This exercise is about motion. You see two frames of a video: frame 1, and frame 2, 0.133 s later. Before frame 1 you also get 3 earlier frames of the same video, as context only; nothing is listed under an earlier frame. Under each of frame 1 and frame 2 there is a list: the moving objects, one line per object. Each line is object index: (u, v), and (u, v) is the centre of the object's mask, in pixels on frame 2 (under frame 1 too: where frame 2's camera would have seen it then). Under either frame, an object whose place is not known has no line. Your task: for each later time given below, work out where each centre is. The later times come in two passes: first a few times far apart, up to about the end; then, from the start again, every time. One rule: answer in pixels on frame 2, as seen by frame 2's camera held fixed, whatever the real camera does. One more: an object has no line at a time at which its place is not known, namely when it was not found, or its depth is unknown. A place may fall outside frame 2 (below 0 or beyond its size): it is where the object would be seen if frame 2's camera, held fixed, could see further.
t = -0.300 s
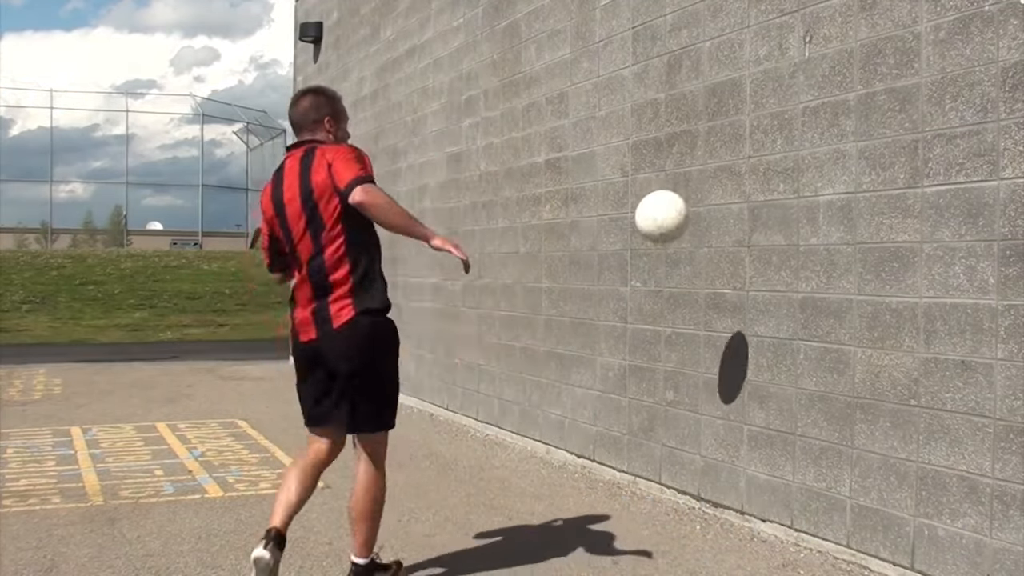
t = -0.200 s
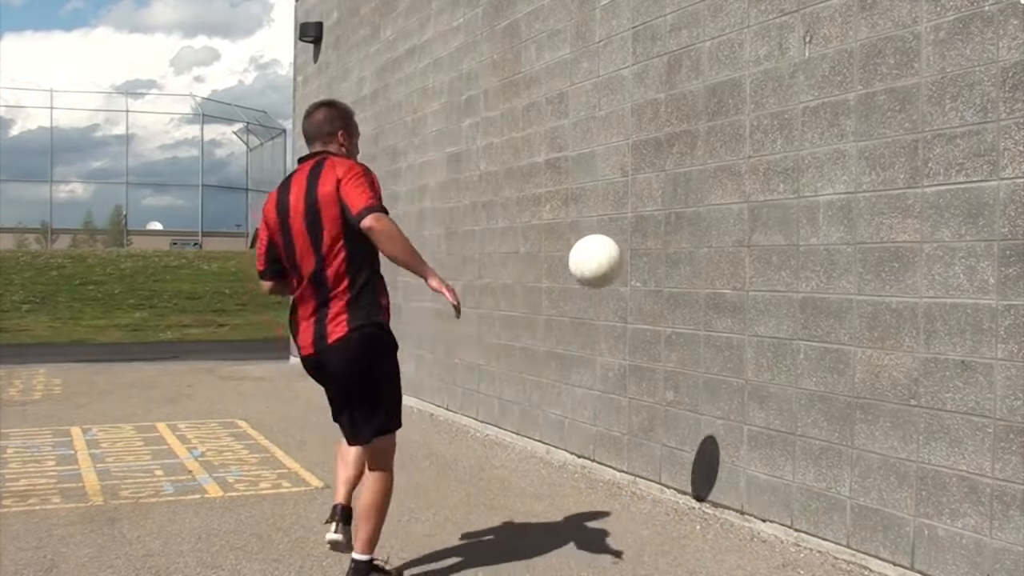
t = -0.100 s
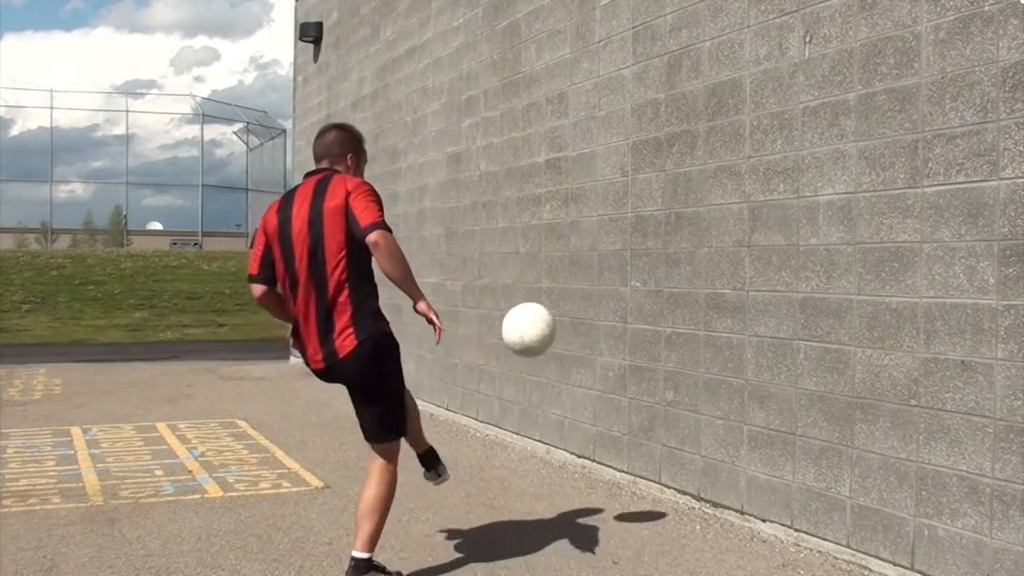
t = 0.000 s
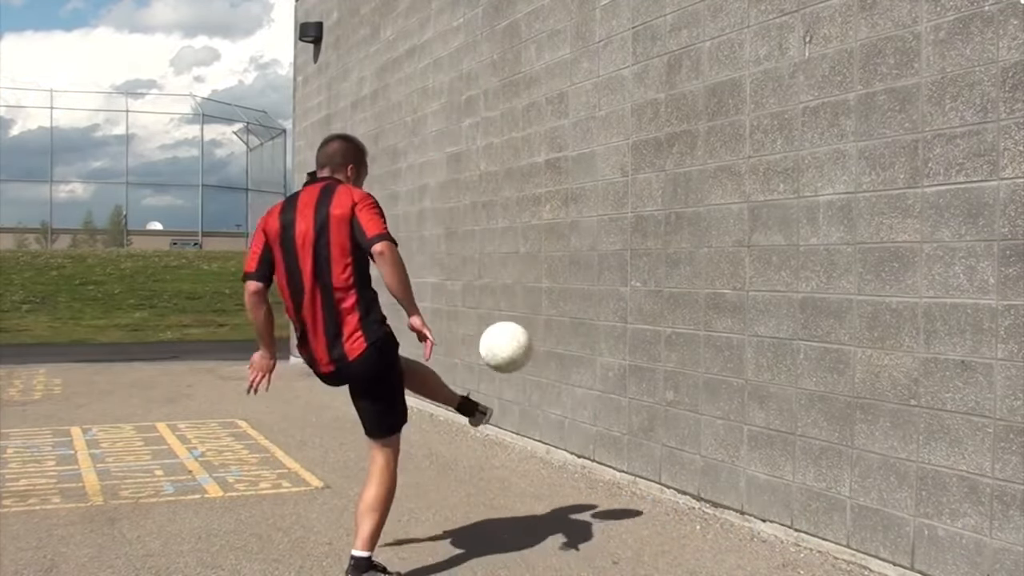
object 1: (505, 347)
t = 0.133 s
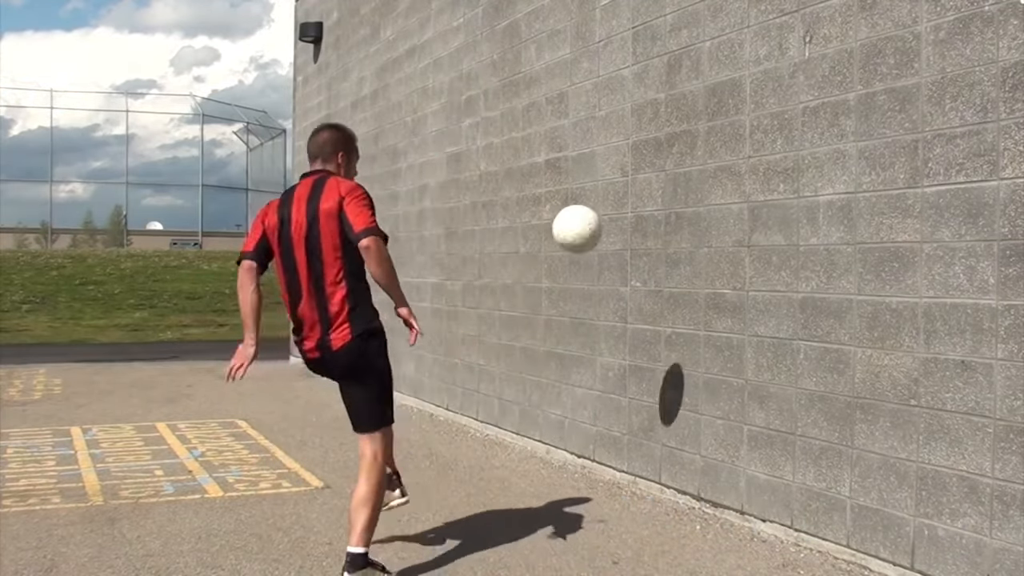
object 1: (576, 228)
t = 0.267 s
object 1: (639, 160)
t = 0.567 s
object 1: (521, 164)
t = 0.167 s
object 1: (593, 207)
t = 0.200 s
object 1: (608, 189)
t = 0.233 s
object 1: (624, 174)
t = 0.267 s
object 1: (639, 160)
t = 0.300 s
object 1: (653, 151)
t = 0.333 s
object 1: (660, 144)
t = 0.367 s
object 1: (640, 141)
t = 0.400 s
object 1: (620, 139)
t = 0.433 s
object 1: (600, 140)
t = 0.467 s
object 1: (581, 142)
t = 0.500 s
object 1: (561, 147)
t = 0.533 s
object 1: (541, 155)
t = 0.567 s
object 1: (521, 164)
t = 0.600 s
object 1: (501, 176)
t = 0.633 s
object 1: (482, 189)
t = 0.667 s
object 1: (461, 205)
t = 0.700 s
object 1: (442, 223)
